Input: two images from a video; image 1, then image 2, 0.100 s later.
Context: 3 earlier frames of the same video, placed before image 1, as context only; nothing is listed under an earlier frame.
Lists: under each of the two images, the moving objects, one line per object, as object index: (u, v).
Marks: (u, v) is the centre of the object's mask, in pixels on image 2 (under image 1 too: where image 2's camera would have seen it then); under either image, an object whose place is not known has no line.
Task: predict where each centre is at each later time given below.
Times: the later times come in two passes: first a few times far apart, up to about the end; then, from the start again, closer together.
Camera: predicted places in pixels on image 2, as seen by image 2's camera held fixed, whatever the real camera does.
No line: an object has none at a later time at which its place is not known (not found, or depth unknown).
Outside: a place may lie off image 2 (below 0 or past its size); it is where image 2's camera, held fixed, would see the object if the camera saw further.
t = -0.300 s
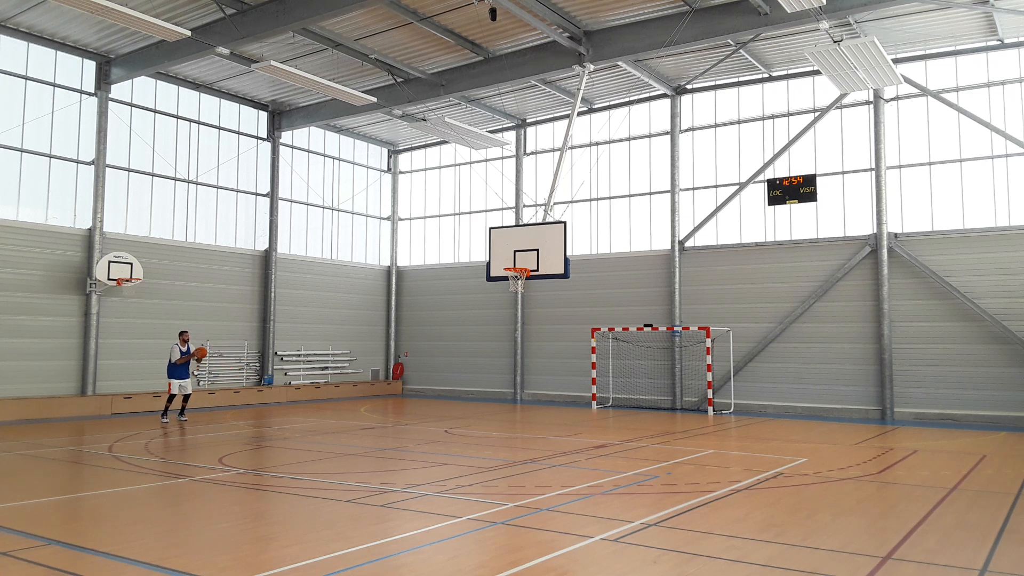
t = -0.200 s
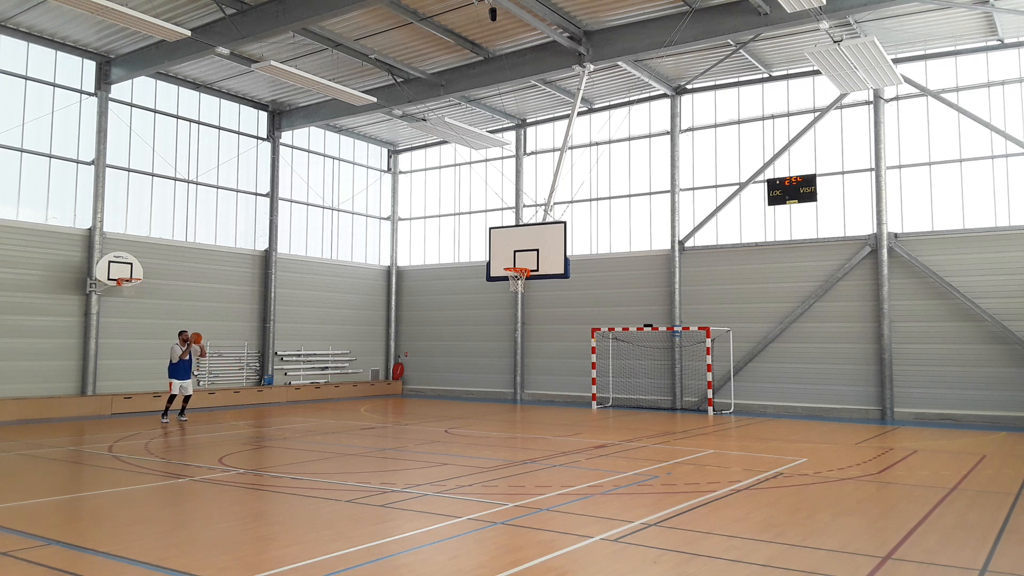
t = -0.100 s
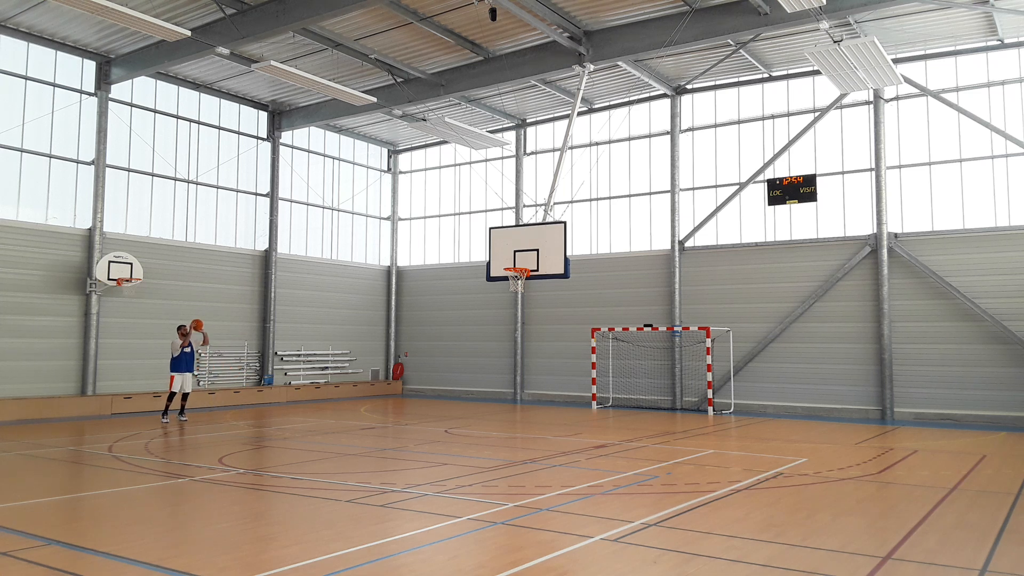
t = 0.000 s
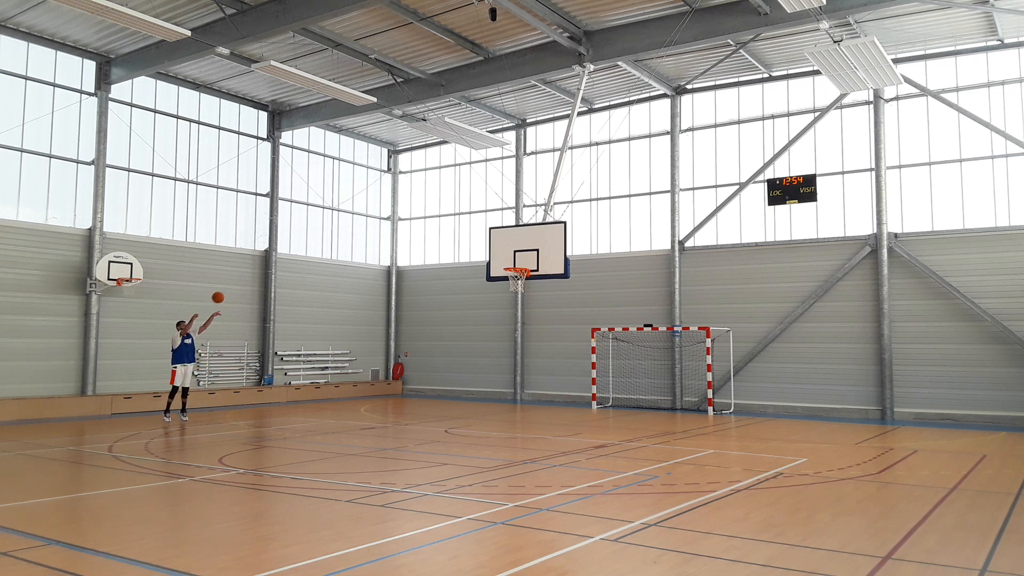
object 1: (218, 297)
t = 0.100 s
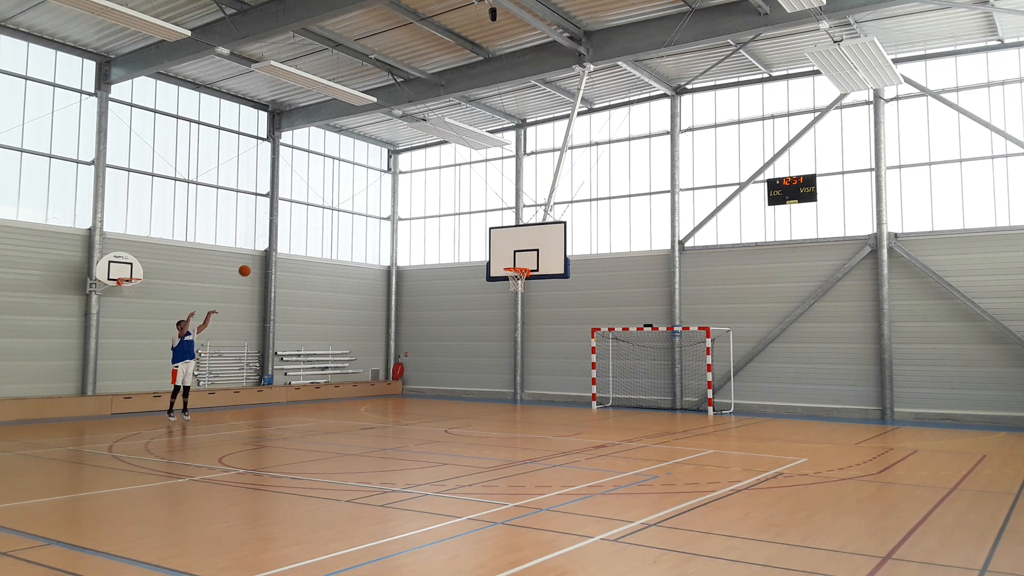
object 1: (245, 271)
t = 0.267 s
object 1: (288, 236)
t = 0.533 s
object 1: (358, 207)
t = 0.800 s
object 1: (427, 212)
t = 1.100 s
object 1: (505, 258)
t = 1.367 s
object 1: (532, 302)
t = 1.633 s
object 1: (541, 367)
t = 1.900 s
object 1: (539, 397)
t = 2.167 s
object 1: (515, 340)
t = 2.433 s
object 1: (492, 320)
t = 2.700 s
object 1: (468, 338)
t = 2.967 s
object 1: (443, 394)
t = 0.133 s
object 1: (253, 263)
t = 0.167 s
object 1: (262, 256)
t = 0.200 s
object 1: (271, 249)
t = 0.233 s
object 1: (279, 242)
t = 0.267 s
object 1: (288, 236)
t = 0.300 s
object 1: (297, 230)
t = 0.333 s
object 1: (306, 226)
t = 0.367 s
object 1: (314, 221)
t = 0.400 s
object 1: (323, 218)
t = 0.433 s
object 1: (332, 214)
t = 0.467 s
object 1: (340, 211)
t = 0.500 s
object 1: (349, 209)
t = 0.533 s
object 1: (358, 207)
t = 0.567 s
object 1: (366, 206)
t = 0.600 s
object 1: (375, 205)
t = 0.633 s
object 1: (384, 205)
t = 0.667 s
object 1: (392, 206)
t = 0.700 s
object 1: (401, 206)
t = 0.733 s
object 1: (409, 208)
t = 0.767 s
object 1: (418, 209)
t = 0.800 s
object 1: (427, 212)
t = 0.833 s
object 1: (435, 215)
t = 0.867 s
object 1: (444, 218)
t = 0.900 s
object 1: (453, 222)
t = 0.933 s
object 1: (461, 227)
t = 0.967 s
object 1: (470, 232)
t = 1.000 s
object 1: (479, 237)
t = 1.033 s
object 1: (488, 244)
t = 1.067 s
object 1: (496, 250)
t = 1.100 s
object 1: (505, 258)
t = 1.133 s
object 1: (514, 264)
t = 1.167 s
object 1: (523, 274)
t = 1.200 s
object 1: (527, 280)
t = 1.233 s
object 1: (528, 286)
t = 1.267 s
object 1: (529, 287)
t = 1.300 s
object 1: (530, 292)
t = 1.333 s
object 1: (531, 296)
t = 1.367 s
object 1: (532, 302)
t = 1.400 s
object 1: (533, 308)
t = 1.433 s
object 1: (534, 314)
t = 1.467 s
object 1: (535, 322)
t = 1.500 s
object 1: (537, 329)
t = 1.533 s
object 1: (538, 338)
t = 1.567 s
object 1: (539, 347)
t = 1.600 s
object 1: (540, 356)
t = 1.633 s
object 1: (541, 367)
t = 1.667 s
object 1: (542, 378)
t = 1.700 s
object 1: (544, 389)
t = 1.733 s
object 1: (545, 401)
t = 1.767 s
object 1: (546, 415)
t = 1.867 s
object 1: (542, 407)
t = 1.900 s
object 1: (539, 397)
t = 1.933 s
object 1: (536, 388)
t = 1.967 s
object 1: (533, 380)
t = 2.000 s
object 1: (531, 371)
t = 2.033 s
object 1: (528, 364)
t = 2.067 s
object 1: (524, 357)
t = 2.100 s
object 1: (522, 351)
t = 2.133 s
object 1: (519, 345)
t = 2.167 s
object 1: (515, 340)
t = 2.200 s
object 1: (513, 335)
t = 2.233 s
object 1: (510, 331)
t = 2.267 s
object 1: (507, 328)
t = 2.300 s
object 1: (504, 325)
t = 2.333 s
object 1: (501, 323)
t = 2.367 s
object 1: (498, 321)
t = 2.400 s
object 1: (495, 320)
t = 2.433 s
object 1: (492, 320)
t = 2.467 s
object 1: (489, 320)
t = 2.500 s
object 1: (486, 321)
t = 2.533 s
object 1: (483, 322)
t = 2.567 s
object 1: (479, 324)
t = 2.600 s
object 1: (477, 326)
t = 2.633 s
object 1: (474, 329)
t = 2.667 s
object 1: (471, 333)
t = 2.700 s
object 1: (468, 338)
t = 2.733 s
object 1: (465, 342)
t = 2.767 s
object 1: (462, 348)
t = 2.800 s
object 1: (459, 354)
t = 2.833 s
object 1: (455, 361)
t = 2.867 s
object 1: (452, 368)
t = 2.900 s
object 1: (449, 376)
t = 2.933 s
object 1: (446, 385)
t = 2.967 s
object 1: (443, 394)
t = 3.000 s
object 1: (440, 404)
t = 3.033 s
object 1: (437, 415)
